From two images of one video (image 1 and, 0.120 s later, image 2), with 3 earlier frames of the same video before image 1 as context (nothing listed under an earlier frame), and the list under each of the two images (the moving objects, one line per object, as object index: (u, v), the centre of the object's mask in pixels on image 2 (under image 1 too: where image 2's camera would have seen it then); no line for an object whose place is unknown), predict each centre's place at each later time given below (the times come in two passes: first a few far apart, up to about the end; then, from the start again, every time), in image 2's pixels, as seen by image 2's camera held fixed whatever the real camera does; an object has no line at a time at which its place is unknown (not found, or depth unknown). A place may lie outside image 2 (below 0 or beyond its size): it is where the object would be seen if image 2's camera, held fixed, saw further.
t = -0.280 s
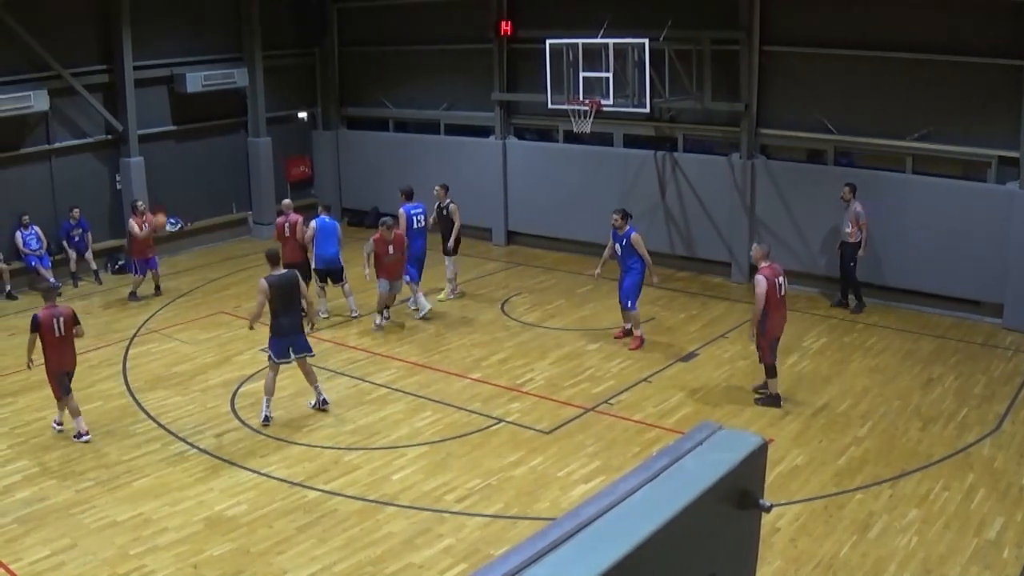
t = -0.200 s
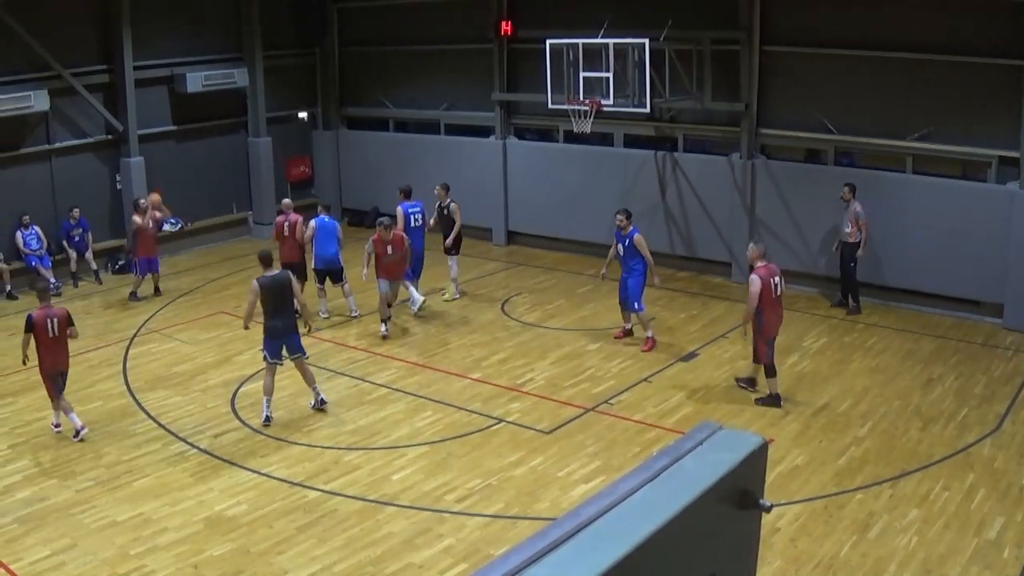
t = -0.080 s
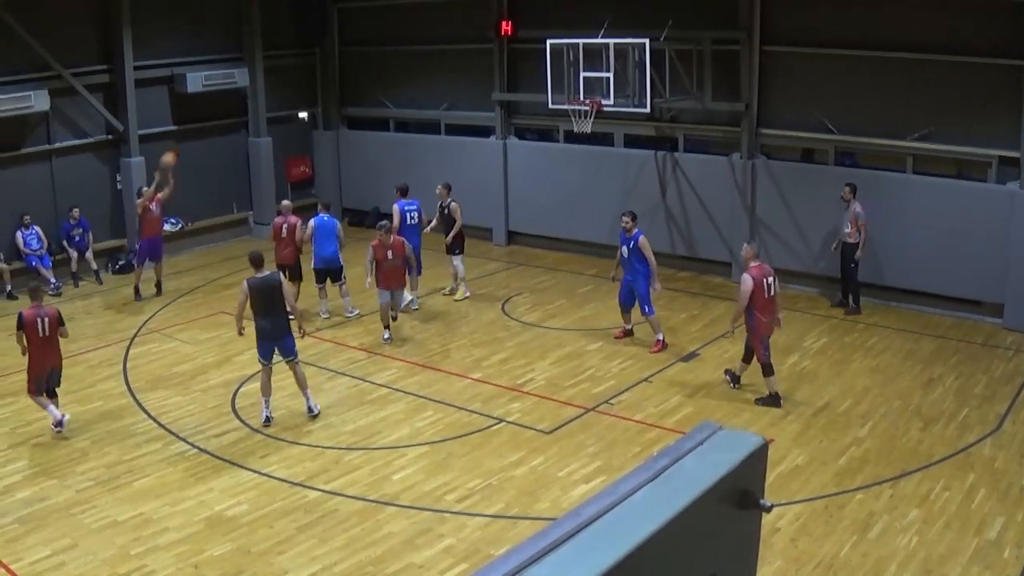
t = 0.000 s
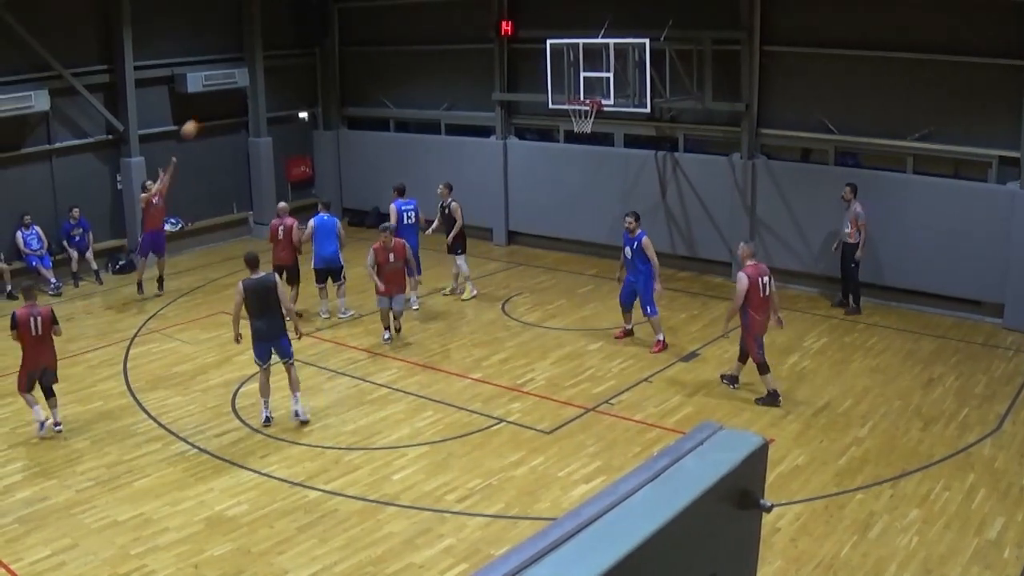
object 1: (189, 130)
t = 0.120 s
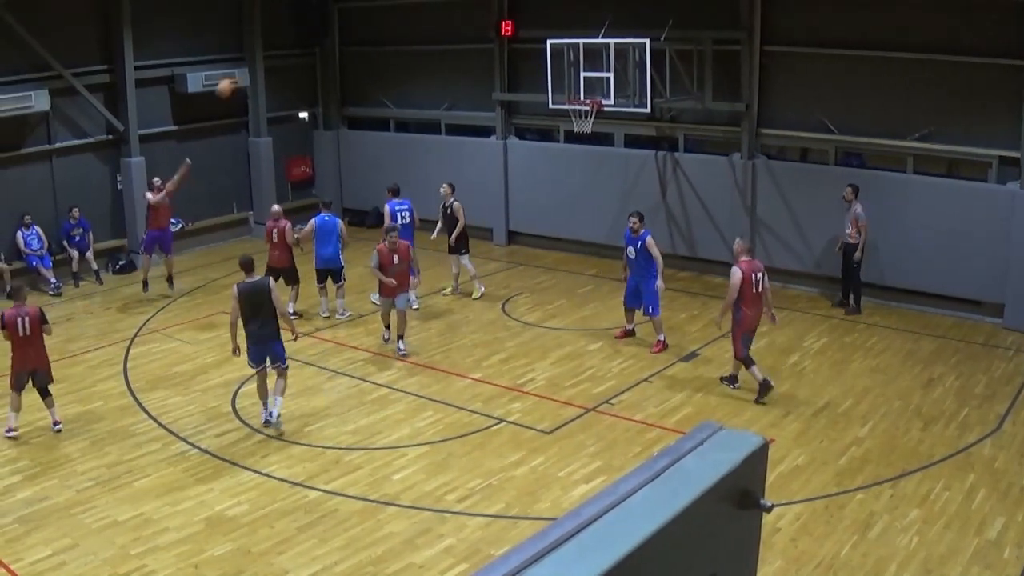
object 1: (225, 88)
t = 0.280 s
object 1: (274, 45)
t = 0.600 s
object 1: (379, 8)
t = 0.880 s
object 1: (477, 29)
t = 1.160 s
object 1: (571, 92)
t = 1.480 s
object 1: (615, 72)
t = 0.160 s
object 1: (238, 74)
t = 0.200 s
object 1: (249, 63)
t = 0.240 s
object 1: (261, 54)
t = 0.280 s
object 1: (274, 45)
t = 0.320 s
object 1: (287, 38)
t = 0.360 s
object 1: (299, 30)
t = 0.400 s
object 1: (312, 24)
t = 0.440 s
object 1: (325, 19)
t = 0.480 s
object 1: (339, 15)
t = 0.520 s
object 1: (352, 11)
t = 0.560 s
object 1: (366, 8)
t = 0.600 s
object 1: (379, 8)
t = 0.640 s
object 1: (394, 8)
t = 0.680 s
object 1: (407, 8)
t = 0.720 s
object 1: (421, 11)
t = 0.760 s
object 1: (435, 14)
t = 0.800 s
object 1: (449, 18)
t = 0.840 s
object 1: (462, 23)
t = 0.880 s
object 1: (477, 29)
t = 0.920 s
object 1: (492, 37)
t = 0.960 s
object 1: (506, 46)
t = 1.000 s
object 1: (520, 55)
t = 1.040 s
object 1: (535, 66)
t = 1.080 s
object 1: (549, 77)
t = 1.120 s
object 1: (563, 89)
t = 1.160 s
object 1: (571, 92)
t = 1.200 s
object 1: (578, 85)
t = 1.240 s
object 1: (584, 81)
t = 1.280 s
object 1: (591, 77)
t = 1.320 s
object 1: (597, 74)
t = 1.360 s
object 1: (603, 72)
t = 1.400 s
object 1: (611, 72)
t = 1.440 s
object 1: (614, 72)
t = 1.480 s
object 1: (615, 72)
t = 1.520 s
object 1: (616, 73)
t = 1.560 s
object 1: (616, 75)
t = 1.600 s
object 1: (617, 78)
